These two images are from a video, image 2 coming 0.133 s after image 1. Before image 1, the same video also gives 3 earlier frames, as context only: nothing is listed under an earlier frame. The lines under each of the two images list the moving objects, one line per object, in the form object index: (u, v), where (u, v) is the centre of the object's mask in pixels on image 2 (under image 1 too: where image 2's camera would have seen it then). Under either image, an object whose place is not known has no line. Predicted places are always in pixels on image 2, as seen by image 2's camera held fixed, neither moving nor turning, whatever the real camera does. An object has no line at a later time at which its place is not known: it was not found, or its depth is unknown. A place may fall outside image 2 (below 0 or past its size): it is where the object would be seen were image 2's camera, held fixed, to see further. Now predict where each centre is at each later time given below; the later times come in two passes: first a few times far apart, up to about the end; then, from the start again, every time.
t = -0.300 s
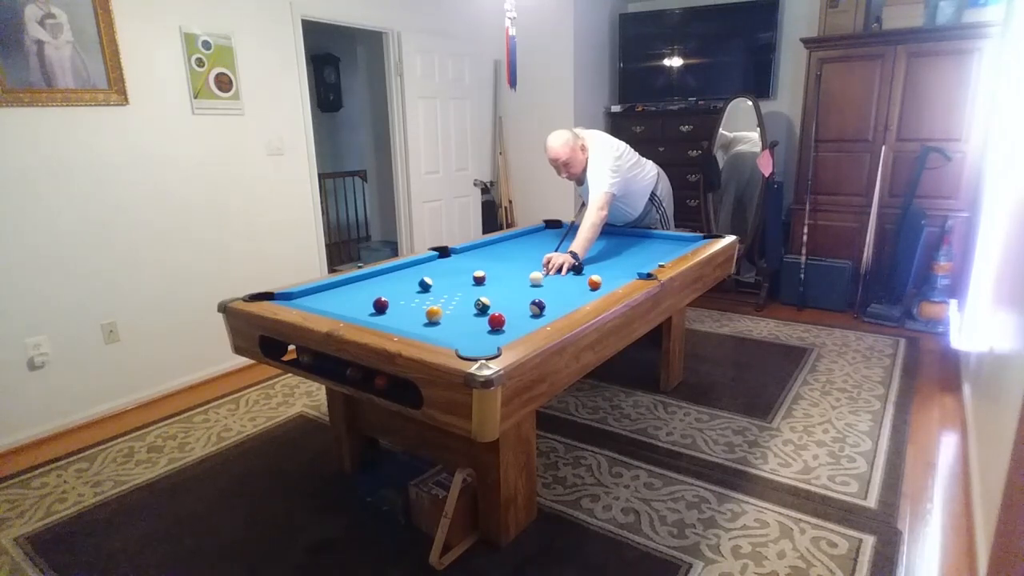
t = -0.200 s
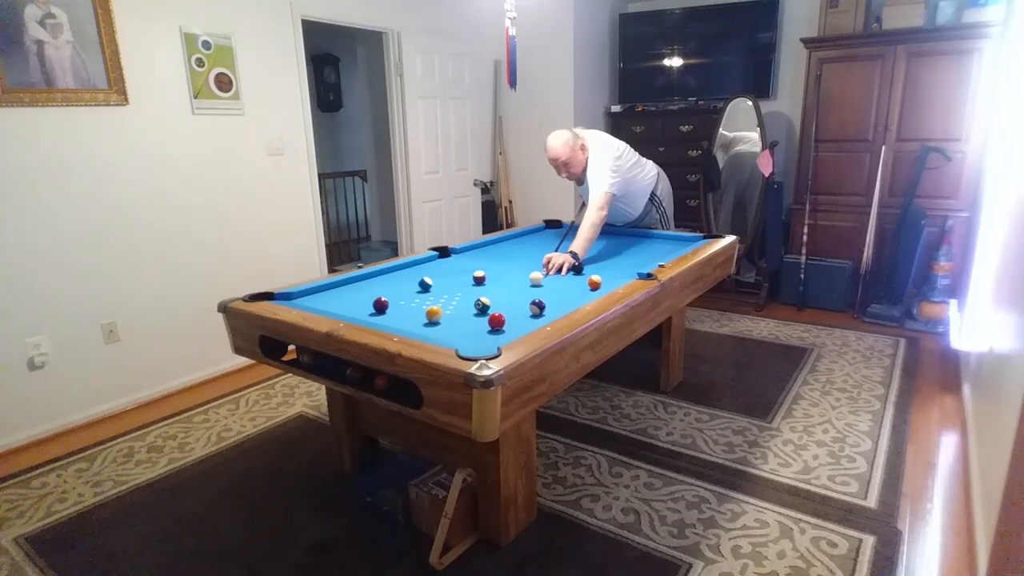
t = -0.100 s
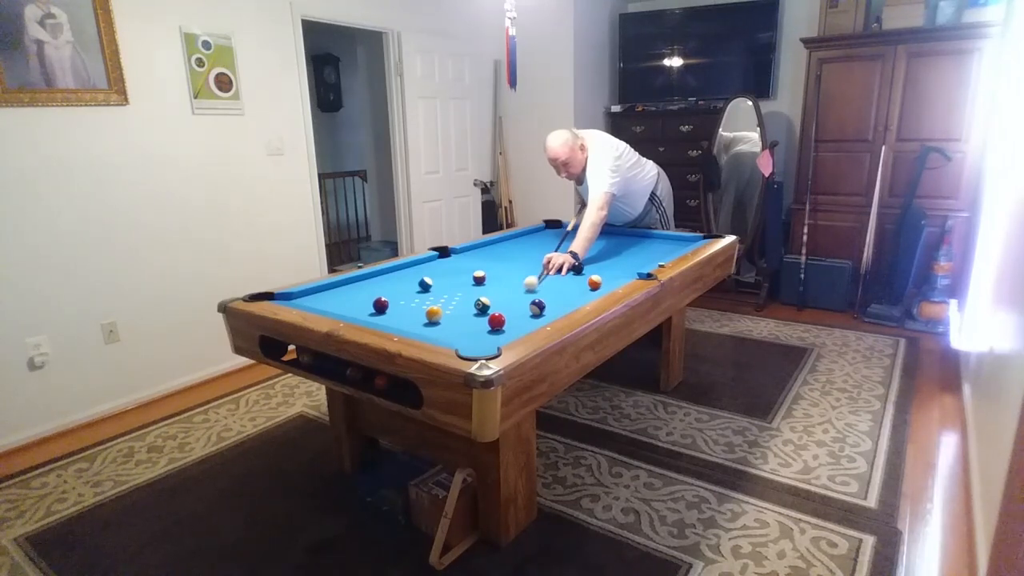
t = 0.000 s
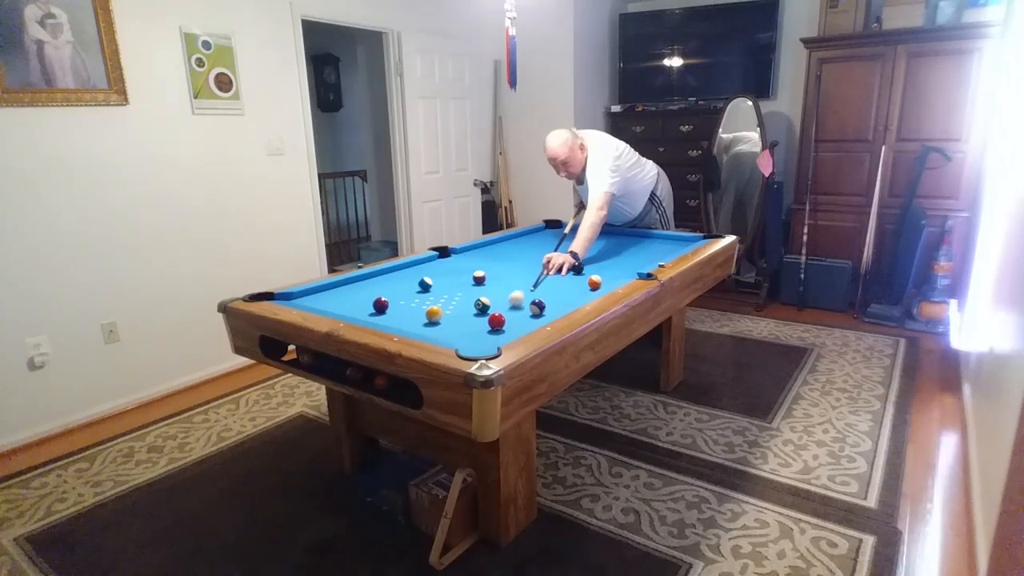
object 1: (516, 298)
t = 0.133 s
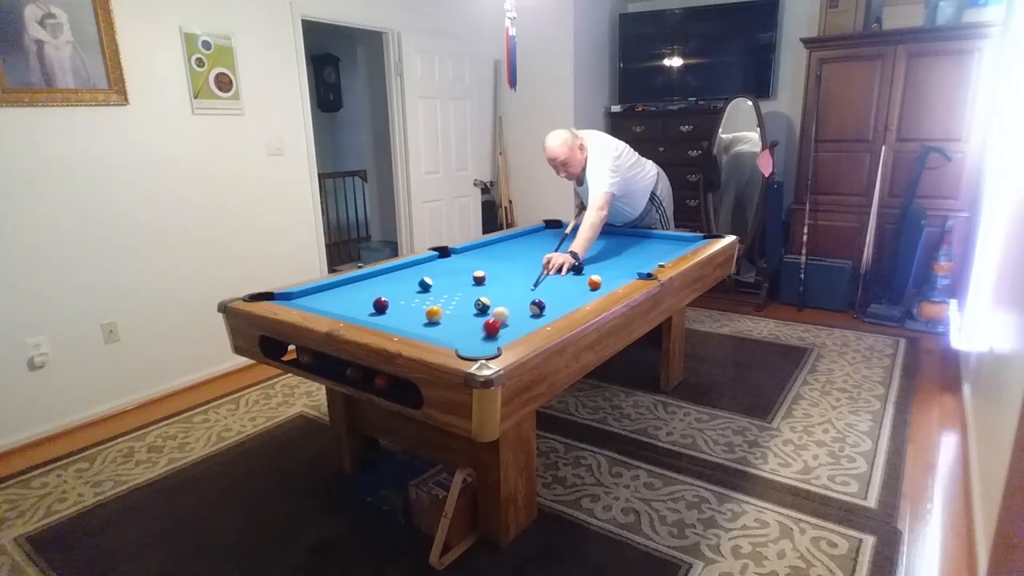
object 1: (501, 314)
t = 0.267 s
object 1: (500, 313)
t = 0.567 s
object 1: (505, 304)
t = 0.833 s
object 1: (508, 298)
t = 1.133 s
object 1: (512, 292)
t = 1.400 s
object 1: (515, 287)
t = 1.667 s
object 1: (517, 283)
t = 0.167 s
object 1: (500, 315)
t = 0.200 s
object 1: (500, 314)
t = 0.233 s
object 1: (500, 314)
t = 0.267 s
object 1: (500, 313)
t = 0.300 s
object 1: (501, 312)
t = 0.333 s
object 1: (501, 311)
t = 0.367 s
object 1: (502, 310)
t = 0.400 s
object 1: (502, 309)
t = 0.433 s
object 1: (503, 308)
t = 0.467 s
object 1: (503, 307)
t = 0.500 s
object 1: (504, 306)
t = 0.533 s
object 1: (504, 305)
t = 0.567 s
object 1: (505, 304)
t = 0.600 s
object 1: (505, 303)
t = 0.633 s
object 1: (506, 303)
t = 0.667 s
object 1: (506, 302)
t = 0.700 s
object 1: (507, 301)
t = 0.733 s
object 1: (507, 300)
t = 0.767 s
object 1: (507, 299)
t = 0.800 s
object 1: (508, 299)
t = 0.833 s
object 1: (508, 298)
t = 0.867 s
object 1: (509, 297)
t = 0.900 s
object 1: (509, 296)
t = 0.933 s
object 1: (510, 296)
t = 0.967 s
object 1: (510, 295)
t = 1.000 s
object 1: (511, 294)
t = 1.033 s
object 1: (511, 294)
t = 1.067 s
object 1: (511, 293)
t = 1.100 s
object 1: (512, 292)
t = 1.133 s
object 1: (512, 292)
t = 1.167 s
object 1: (512, 291)
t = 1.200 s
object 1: (513, 290)
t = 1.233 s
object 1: (513, 290)
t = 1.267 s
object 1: (513, 289)
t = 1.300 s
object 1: (514, 289)
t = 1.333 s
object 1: (514, 288)
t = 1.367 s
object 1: (514, 287)
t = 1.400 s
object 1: (515, 287)
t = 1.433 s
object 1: (515, 286)
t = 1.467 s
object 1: (516, 286)
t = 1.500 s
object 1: (516, 286)
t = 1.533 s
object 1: (516, 285)
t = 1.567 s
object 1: (516, 284)
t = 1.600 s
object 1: (517, 284)
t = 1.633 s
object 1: (517, 283)
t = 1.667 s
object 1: (517, 283)
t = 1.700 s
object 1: (518, 282)
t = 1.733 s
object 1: (518, 282)
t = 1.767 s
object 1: (518, 282)
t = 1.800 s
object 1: (519, 281)
